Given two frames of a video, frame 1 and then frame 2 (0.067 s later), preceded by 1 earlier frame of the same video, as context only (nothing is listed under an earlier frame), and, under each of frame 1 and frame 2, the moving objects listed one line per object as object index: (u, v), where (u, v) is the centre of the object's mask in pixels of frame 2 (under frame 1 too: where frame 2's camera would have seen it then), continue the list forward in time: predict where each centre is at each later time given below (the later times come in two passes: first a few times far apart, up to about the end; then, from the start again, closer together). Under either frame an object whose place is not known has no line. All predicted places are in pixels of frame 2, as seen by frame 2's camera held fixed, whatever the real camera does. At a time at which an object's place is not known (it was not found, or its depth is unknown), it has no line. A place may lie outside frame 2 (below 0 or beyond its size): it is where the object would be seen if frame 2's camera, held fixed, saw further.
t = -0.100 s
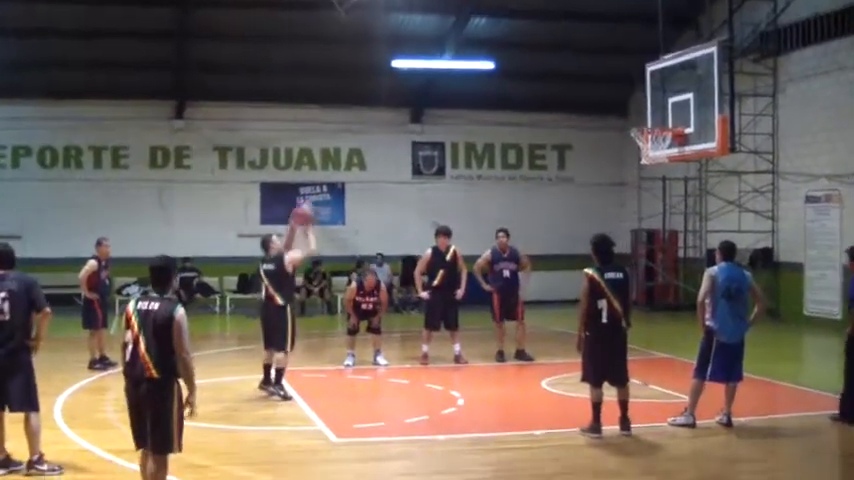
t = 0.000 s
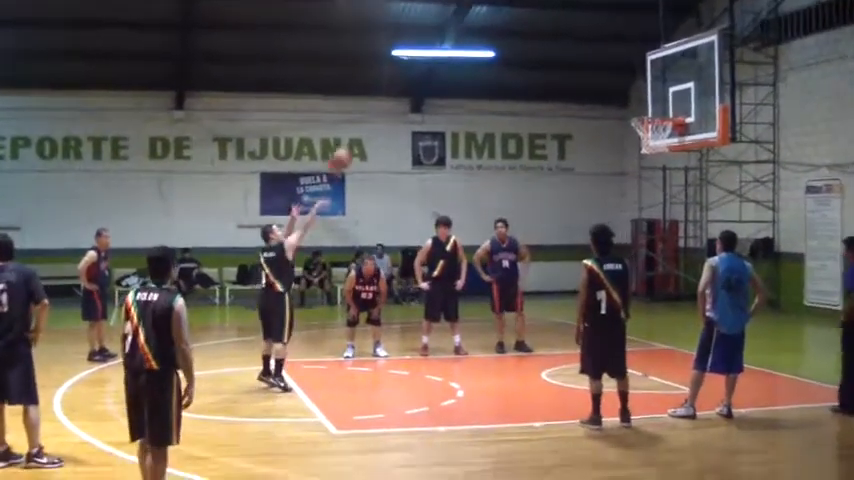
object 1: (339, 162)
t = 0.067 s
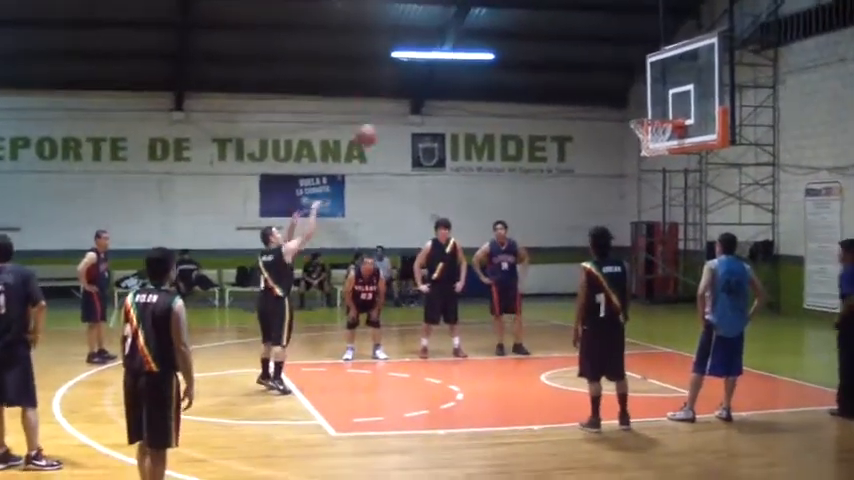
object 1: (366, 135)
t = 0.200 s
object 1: (417, 98)
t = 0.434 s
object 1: (503, 66)
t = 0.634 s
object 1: (576, 75)
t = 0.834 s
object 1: (641, 112)
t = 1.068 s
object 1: (644, 180)
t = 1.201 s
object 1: (633, 231)
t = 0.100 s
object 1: (378, 124)
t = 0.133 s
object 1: (391, 113)
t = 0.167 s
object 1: (403, 105)
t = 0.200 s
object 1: (417, 98)
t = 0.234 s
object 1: (429, 90)
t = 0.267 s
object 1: (442, 84)
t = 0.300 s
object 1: (453, 79)
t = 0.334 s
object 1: (466, 74)
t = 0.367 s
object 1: (479, 71)
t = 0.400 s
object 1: (492, 68)
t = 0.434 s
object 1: (503, 66)
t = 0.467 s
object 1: (515, 65)
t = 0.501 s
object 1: (527, 65)
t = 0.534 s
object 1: (539, 66)
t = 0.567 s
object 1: (552, 68)
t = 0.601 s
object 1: (564, 72)
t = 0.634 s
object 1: (576, 75)
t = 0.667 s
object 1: (586, 79)
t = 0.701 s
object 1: (599, 87)
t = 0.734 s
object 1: (610, 93)
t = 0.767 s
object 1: (621, 100)
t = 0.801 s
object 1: (632, 105)
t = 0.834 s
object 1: (641, 112)
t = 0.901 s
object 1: (656, 126)
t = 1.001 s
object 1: (652, 161)
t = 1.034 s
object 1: (649, 166)
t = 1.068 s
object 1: (644, 180)
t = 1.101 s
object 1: (642, 191)
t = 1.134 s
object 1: (639, 204)
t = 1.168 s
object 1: (634, 217)
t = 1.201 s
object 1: (633, 231)
